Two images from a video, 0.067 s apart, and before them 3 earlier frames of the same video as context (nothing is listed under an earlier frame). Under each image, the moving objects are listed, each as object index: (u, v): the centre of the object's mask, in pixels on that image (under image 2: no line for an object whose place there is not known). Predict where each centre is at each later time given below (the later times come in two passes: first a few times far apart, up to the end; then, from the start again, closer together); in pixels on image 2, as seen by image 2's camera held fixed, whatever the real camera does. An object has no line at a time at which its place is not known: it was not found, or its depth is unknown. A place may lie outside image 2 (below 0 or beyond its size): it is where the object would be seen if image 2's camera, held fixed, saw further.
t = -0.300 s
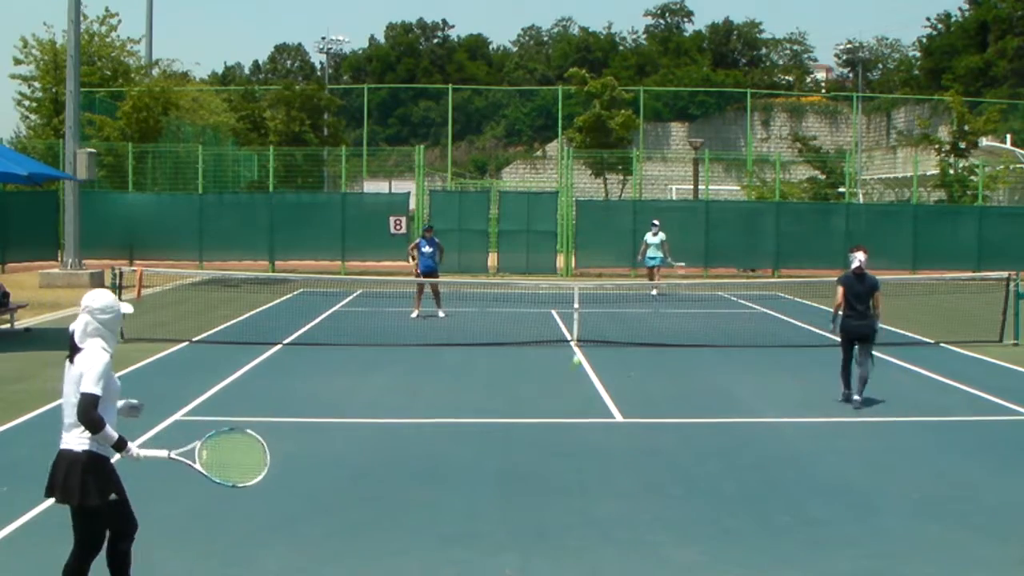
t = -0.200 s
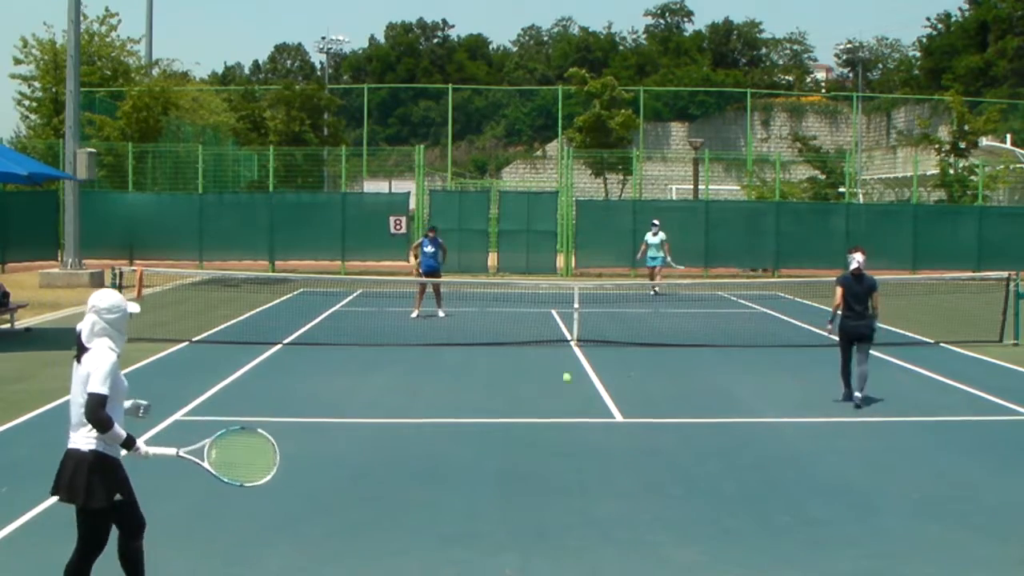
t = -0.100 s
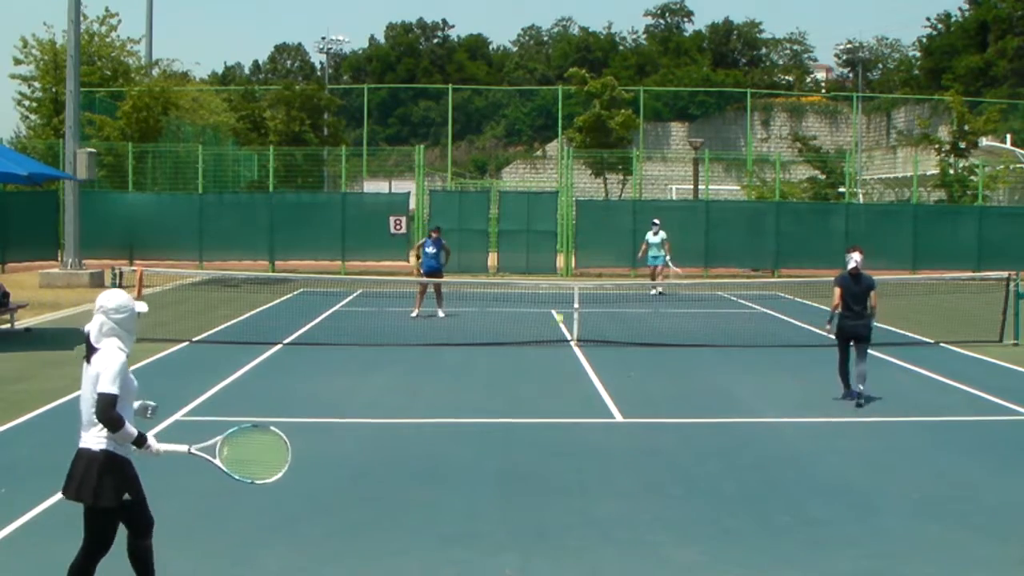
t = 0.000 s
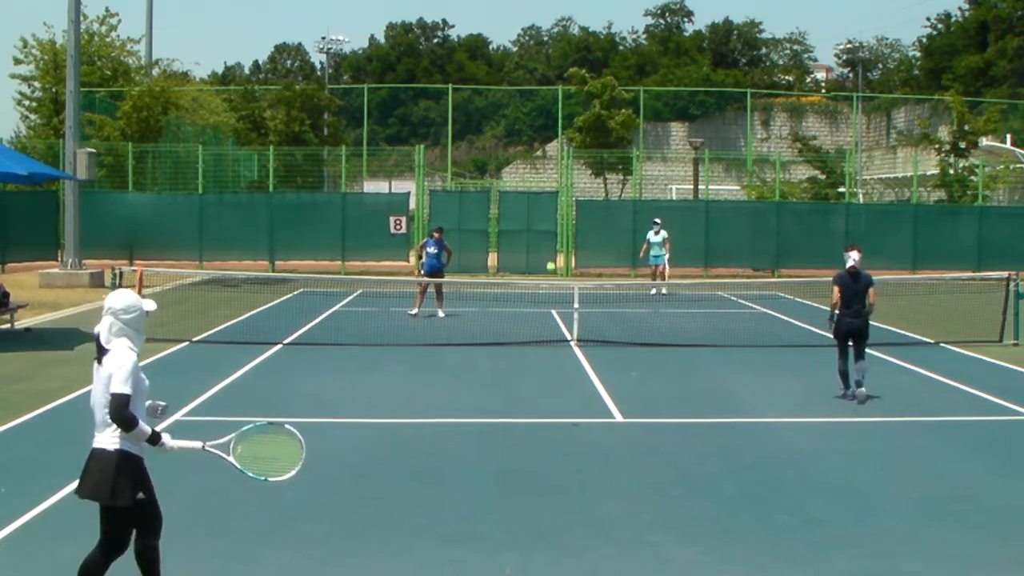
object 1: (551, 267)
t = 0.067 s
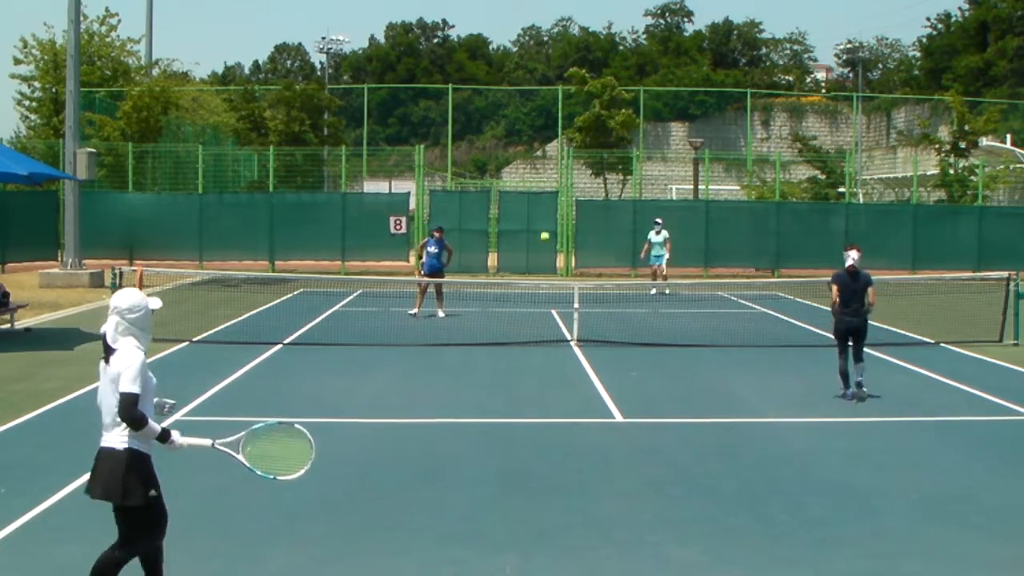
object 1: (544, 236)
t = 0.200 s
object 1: (530, 187)
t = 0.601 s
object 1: (476, 176)
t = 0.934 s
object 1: (412, 389)
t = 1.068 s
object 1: (383, 551)
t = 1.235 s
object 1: (346, 449)
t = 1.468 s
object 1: (284, 351)
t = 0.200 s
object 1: (530, 187)
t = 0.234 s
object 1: (527, 179)
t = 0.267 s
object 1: (523, 172)
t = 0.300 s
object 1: (518, 166)
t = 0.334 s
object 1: (515, 160)
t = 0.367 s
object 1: (510, 157)
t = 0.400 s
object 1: (506, 155)
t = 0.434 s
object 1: (501, 154)
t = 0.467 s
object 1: (497, 156)
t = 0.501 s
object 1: (492, 158)
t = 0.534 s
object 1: (486, 163)
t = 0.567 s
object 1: (481, 169)
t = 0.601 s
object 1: (476, 176)
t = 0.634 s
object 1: (470, 187)
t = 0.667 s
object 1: (464, 200)
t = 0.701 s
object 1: (458, 215)
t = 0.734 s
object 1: (452, 232)
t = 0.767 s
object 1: (446, 251)
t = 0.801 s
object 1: (440, 274)
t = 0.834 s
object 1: (433, 299)
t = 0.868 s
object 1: (426, 325)
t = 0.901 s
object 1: (419, 356)
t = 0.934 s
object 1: (412, 389)
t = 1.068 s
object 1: (383, 551)
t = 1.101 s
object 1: (376, 537)
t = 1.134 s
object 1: (369, 513)
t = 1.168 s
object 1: (362, 491)
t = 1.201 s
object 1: (354, 469)
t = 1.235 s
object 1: (346, 449)
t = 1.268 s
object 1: (338, 430)
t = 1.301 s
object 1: (330, 412)
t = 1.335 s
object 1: (321, 396)
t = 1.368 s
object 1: (312, 382)
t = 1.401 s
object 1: (303, 369)
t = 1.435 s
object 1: (294, 359)
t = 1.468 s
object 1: (284, 351)
